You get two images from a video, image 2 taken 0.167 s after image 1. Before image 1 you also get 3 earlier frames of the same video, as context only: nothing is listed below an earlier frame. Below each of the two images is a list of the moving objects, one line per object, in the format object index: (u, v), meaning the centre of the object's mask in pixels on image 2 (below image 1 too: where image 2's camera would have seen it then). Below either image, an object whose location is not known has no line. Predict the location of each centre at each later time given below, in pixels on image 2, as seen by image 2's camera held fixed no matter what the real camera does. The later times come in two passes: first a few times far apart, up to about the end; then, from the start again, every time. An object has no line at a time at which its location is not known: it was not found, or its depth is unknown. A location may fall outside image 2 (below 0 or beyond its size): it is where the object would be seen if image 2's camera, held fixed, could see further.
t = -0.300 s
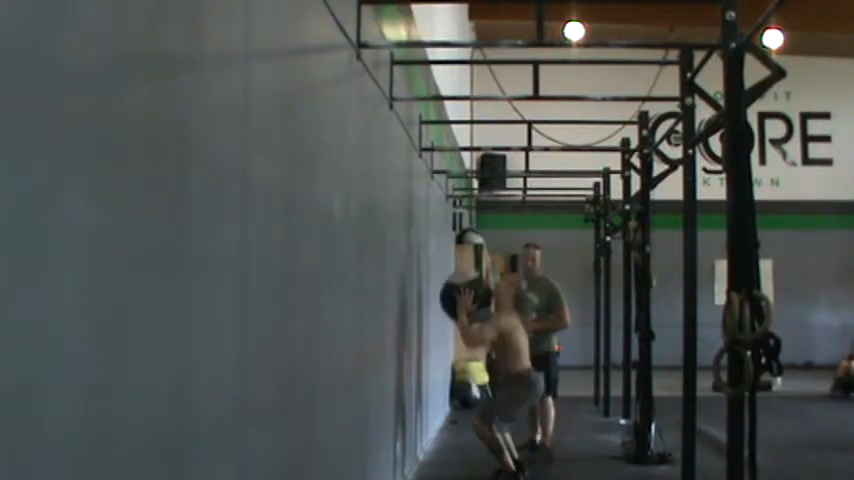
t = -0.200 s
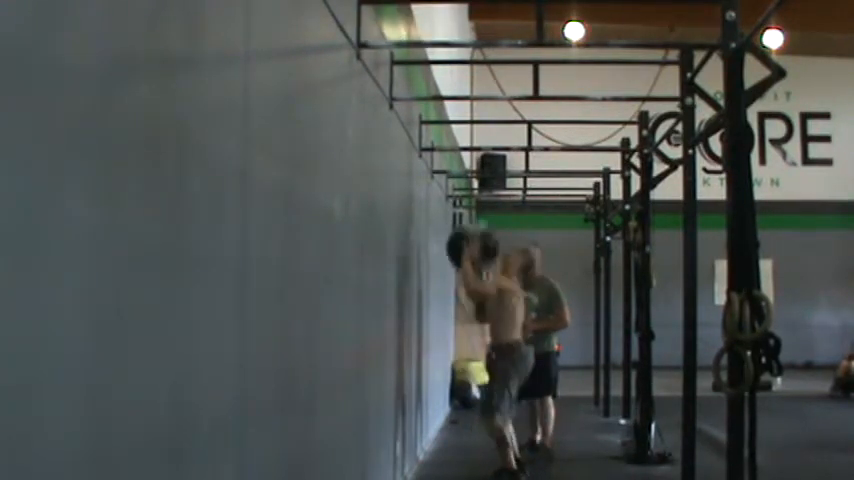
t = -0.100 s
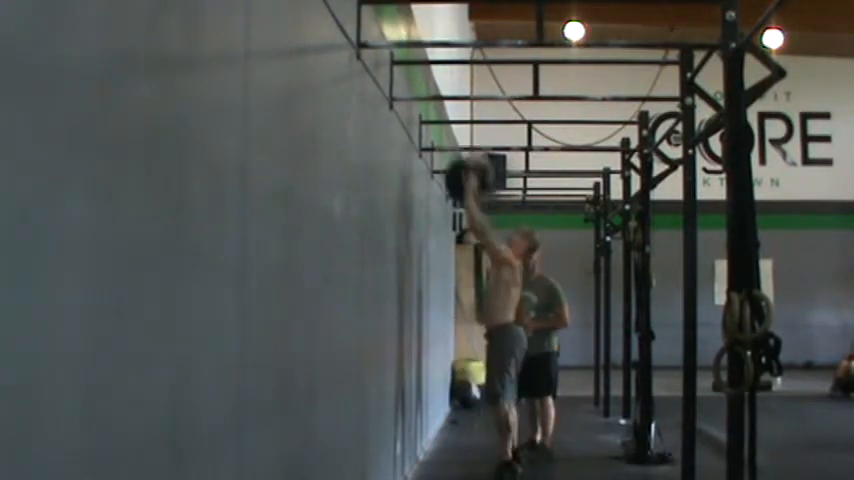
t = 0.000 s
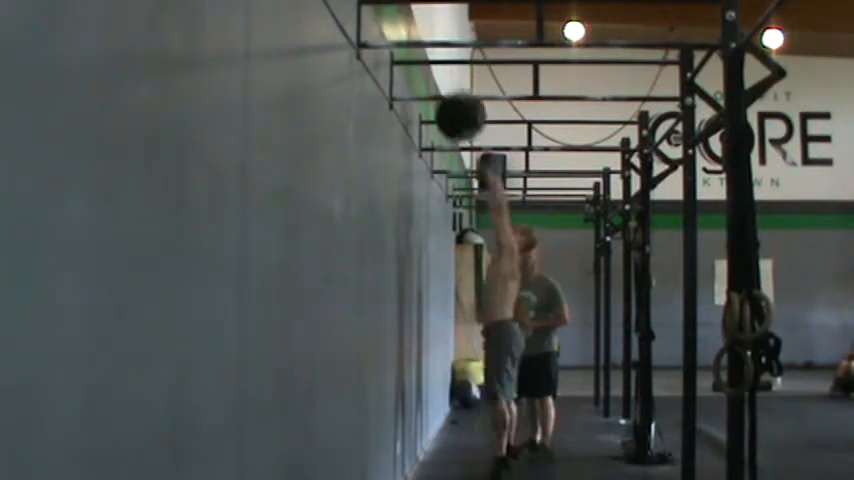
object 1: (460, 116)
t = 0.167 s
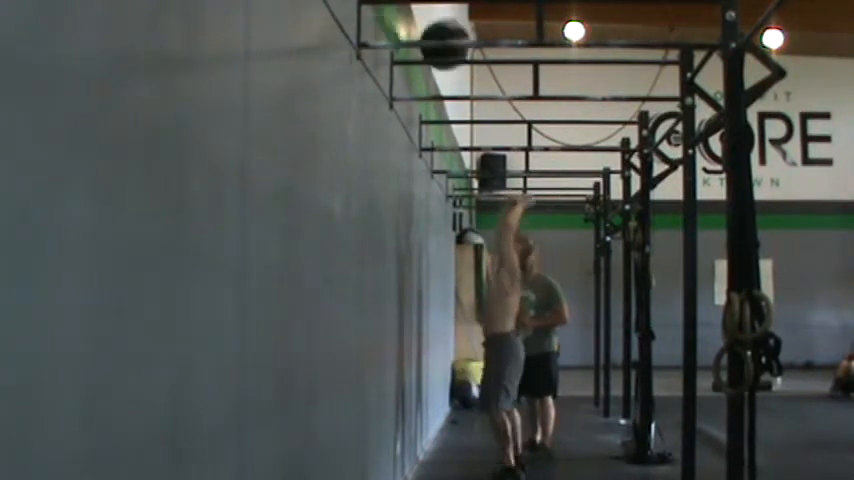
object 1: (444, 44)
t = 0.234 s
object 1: (438, 28)
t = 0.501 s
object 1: (439, 20)
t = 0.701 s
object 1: (452, 79)
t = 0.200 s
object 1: (441, 34)
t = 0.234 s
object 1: (438, 28)
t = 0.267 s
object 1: (434, 20)
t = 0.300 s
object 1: (430, 18)
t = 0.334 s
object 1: (429, 17)
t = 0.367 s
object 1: (429, 16)
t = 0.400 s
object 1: (432, 16)
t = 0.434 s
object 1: (435, 17)
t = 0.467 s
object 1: (437, 18)
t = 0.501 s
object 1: (439, 20)
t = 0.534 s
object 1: (441, 27)
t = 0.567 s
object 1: (444, 33)
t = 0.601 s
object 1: (446, 42)
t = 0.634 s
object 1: (448, 53)
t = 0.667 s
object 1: (450, 65)
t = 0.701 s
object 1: (452, 79)
